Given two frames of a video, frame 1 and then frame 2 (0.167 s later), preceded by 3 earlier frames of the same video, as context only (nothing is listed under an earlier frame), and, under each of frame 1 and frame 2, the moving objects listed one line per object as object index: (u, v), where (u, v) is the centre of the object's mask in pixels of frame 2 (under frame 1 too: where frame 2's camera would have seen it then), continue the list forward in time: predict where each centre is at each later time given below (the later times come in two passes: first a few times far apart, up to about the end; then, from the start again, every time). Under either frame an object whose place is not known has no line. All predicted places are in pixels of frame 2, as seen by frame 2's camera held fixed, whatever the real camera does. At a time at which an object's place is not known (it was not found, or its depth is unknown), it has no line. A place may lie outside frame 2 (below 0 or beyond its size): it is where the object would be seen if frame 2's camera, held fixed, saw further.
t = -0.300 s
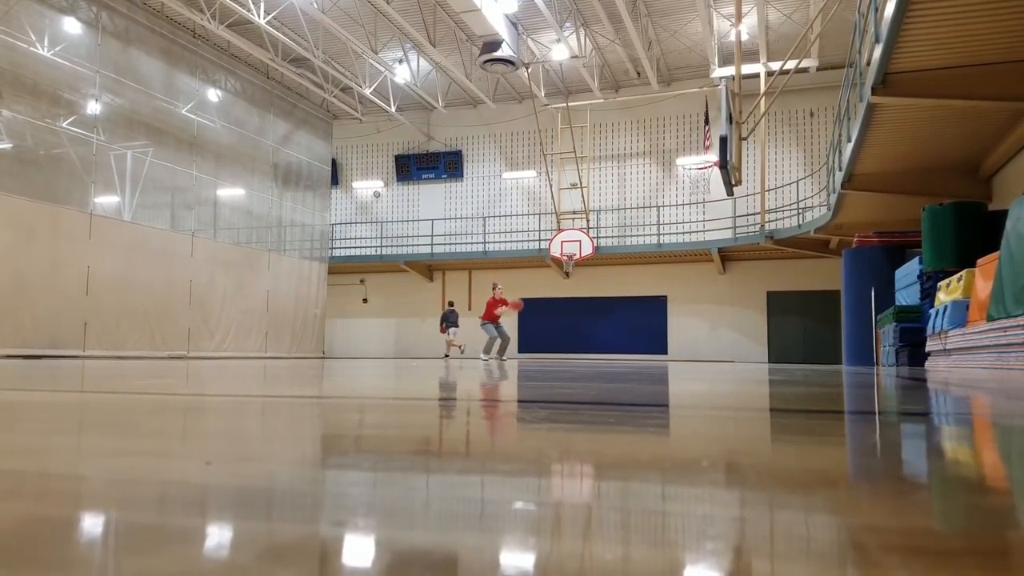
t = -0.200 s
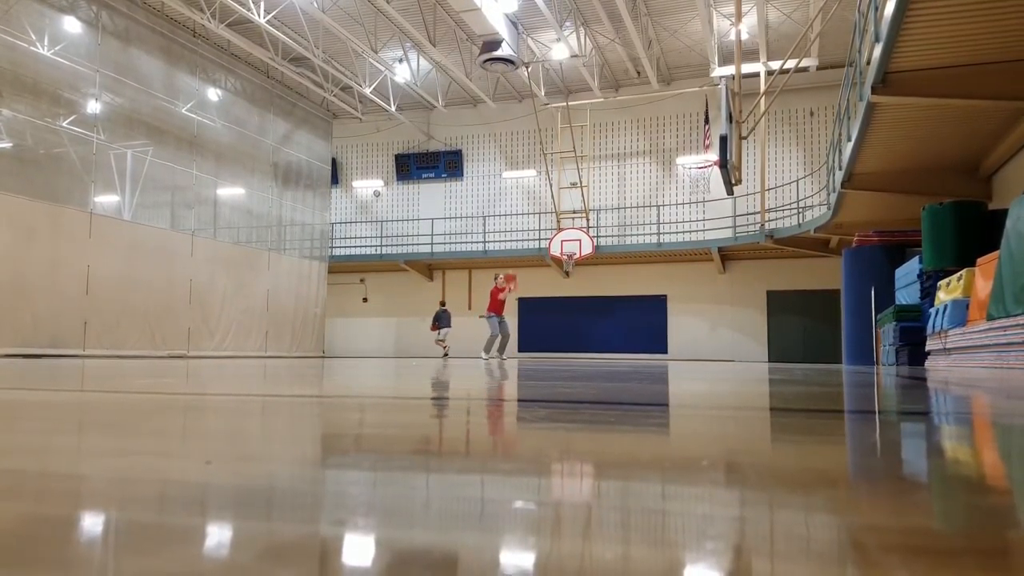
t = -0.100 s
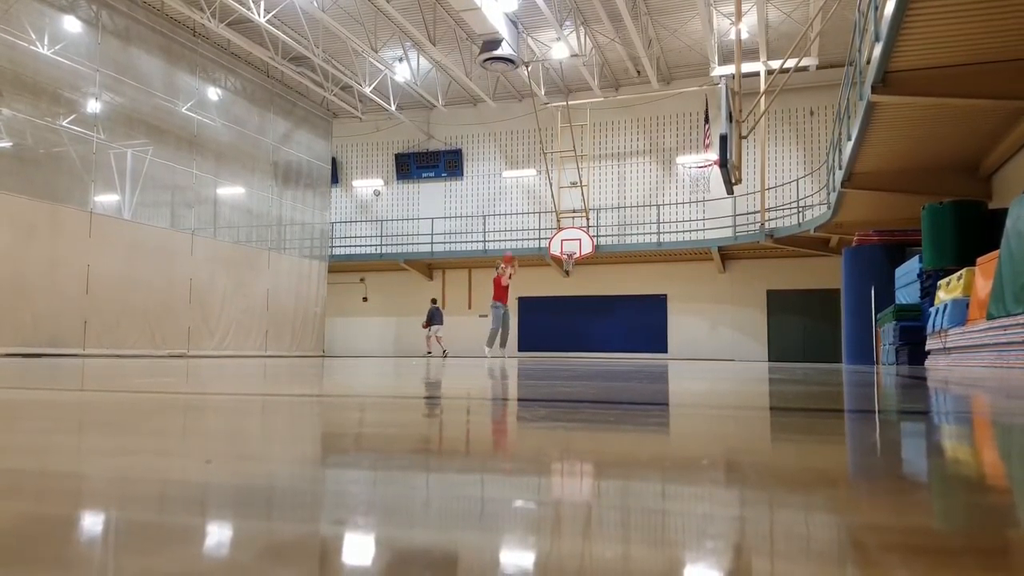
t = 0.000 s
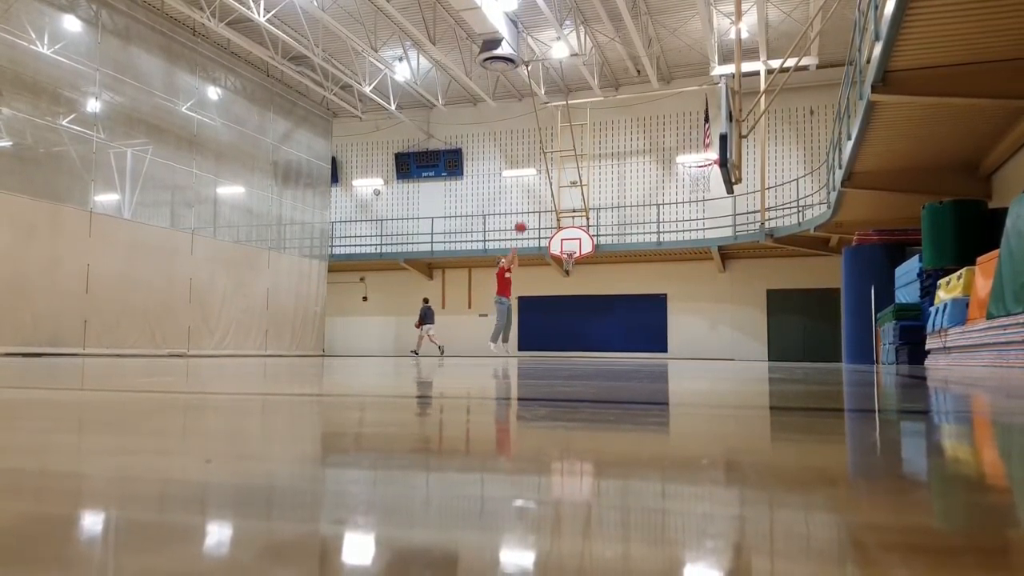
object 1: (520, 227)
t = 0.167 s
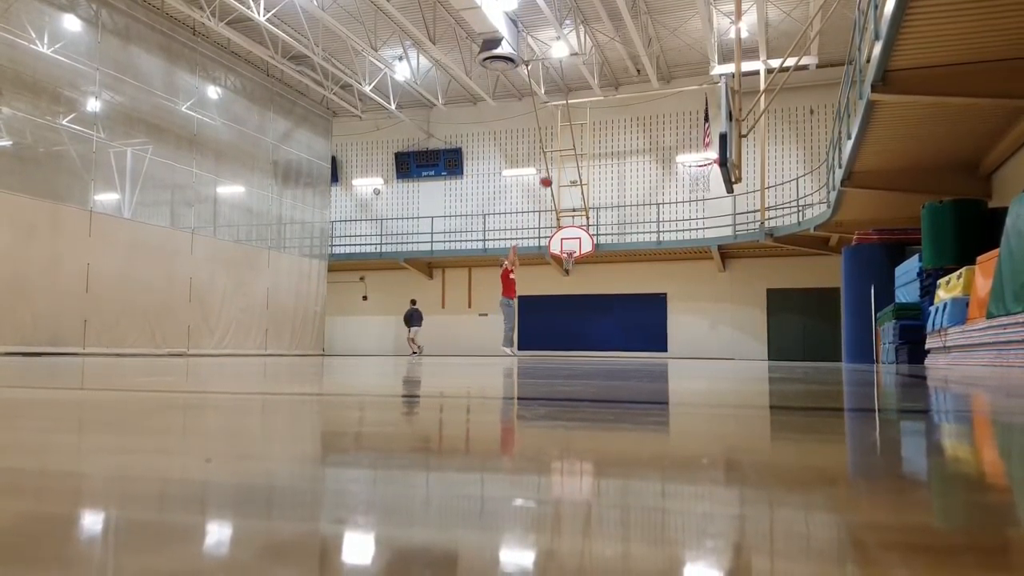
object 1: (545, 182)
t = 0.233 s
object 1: (556, 167)
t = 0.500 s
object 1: (601, 129)
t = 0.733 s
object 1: (645, 126)
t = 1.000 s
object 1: (694, 148)
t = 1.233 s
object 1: (711, 142)
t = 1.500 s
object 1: (696, 164)
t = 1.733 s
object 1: (714, 182)
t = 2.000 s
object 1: (708, 227)
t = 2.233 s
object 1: (704, 304)
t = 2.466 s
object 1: (697, 316)
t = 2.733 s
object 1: (683, 259)
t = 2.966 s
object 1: (672, 246)
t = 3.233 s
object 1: (659, 273)
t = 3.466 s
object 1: (649, 335)
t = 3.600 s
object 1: (644, 332)
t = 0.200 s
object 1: (551, 174)
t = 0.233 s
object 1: (556, 167)
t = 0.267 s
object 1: (561, 160)
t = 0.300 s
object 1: (567, 154)
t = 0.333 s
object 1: (573, 148)
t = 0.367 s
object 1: (578, 143)
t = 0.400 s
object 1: (584, 139)
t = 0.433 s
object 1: (590, 135)
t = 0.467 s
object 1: (595, 132)
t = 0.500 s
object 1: (601, 129)
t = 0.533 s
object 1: (607, 127)
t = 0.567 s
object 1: (613, 125)
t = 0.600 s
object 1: (620, 124)
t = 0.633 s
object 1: (626, 124)
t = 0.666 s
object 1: (631, 123)
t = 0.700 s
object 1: (638, 124)
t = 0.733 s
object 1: (645, 126)
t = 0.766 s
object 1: (651, 128)
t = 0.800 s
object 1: (658, 131)
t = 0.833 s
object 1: (665, 136)
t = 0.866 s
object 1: (671, 140)
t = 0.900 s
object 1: (678, 145)
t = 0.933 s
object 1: (684, 150)
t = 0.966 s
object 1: (690, 151)
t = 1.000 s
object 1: (694, 148)
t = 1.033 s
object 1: (698, 146)
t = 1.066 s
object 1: (703, 144)
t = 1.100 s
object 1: (706, 142)
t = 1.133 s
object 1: (711, 142)
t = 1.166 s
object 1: (712, 142)
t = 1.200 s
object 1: (712, 142)
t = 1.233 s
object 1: (711, 142)
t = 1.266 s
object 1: (708, 143)
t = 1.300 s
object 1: (704, 144)
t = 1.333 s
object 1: (701, 146)
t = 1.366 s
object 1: (698, 149)
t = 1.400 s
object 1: (694, 154)
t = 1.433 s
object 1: (690, 159)
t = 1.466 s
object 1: (691, 162)
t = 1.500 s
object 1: (696, 164)
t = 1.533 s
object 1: (700, 166)
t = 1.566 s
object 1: (705, 170)
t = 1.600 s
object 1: (709, 173)
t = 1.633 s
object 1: (712, 177)
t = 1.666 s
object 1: (713, 178)
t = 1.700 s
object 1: (714, 180)
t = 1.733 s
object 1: (714, 182)
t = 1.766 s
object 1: (713, 185)
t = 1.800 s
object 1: (713, 189)
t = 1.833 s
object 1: (712, 193)
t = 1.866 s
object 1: (711, 199)
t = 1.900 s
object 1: (710, 205)
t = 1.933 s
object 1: (709, 212)
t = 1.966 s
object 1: (709, 219)
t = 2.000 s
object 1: (708, 227)
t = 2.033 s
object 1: (707, 236)
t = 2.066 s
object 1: (707, 246)
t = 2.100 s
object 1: (706, 255)
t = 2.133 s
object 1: (706, 266)
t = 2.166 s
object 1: (705, 279)
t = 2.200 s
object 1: (705, 291)
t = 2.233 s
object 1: (704, 304)
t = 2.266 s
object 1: (704, 318)
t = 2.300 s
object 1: (703, 333)
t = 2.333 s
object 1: (703, 348)
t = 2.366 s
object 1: (702, 348)
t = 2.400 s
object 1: (700, 337)
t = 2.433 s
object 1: (698, 326)
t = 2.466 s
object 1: (697, 316)
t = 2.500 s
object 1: (695, 306)
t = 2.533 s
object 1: (693, 298)
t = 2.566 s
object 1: (691, 290)
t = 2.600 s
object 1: (690, 282)
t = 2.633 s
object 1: (688, 276)
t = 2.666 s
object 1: (686, 270)
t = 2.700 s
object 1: (685, 263)
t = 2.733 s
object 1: (683, 259)
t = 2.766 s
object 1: (682, 255)
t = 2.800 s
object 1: (680, 252)
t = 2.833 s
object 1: (679, 249)
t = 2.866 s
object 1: (677, 248)
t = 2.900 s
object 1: (675, 247)
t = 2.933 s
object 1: (674, 246)
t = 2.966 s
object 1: (672, 246)
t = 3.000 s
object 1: (671, 247)
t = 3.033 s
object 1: (669, 248)
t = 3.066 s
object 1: (667, 250)
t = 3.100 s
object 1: (666, 253)
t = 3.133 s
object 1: (664, 257)
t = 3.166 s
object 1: (662, 262)
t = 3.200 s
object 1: (660, 267)
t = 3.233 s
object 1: (659, 273)
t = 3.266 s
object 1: (657, 280)
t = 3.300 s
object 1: (656, 288)
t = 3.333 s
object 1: (654, 297)
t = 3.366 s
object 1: (653, 304)
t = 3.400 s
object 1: (651, 314)
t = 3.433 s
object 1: (650, 324)
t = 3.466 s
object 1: (649, 335)
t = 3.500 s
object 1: (647, 346)
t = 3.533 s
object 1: (646, 349)
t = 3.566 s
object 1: (645, 341)
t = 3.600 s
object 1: (644, 332)
